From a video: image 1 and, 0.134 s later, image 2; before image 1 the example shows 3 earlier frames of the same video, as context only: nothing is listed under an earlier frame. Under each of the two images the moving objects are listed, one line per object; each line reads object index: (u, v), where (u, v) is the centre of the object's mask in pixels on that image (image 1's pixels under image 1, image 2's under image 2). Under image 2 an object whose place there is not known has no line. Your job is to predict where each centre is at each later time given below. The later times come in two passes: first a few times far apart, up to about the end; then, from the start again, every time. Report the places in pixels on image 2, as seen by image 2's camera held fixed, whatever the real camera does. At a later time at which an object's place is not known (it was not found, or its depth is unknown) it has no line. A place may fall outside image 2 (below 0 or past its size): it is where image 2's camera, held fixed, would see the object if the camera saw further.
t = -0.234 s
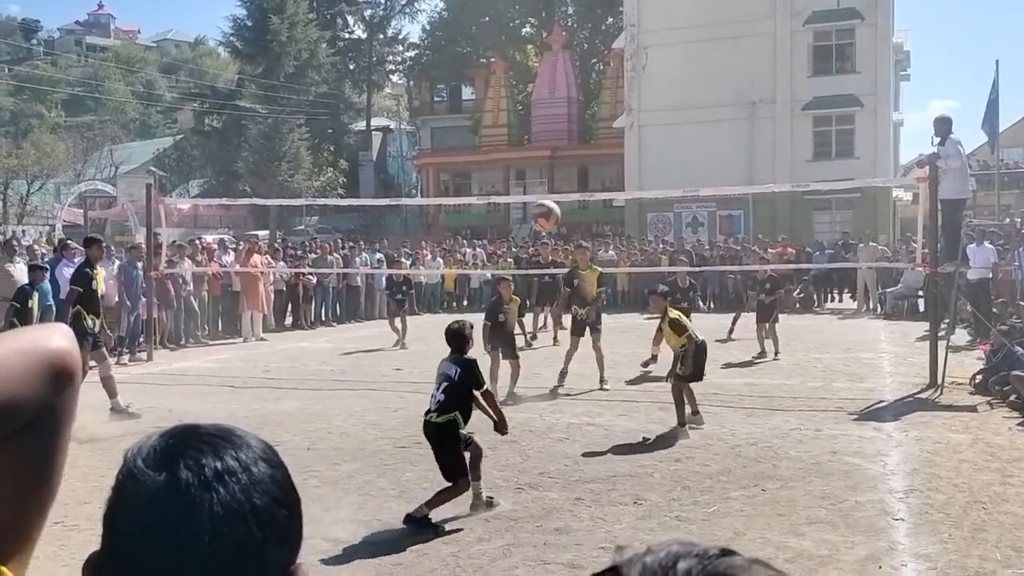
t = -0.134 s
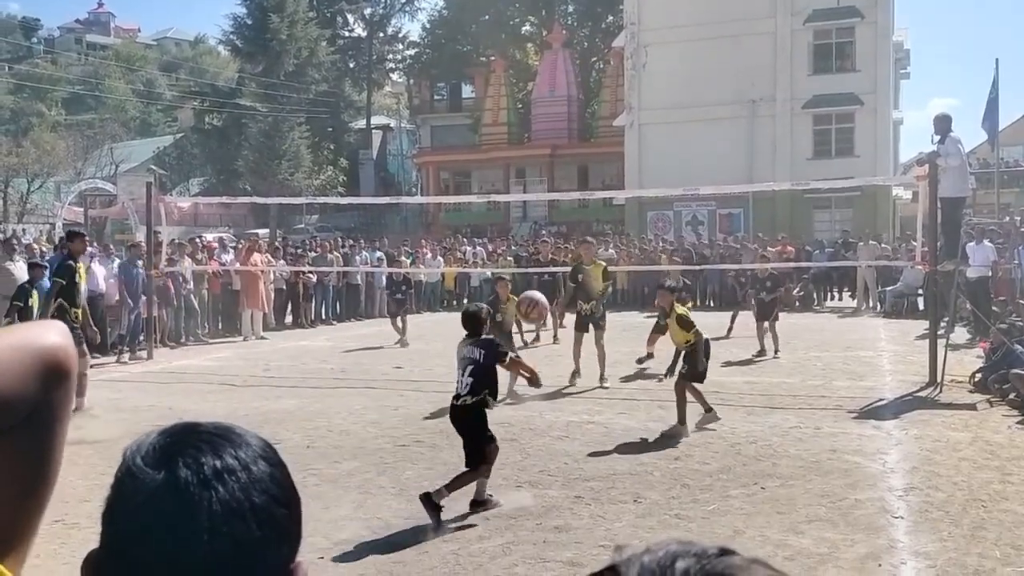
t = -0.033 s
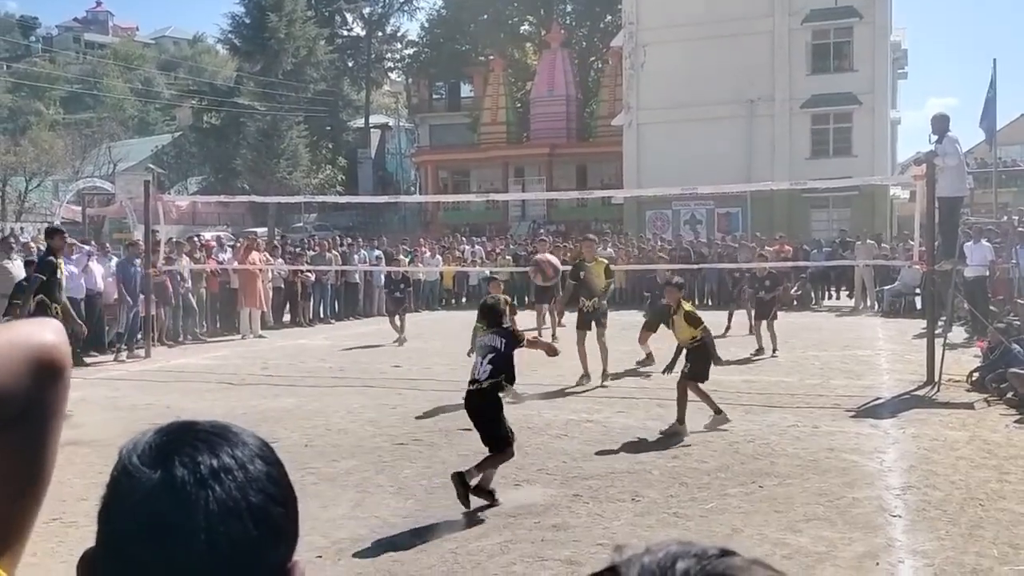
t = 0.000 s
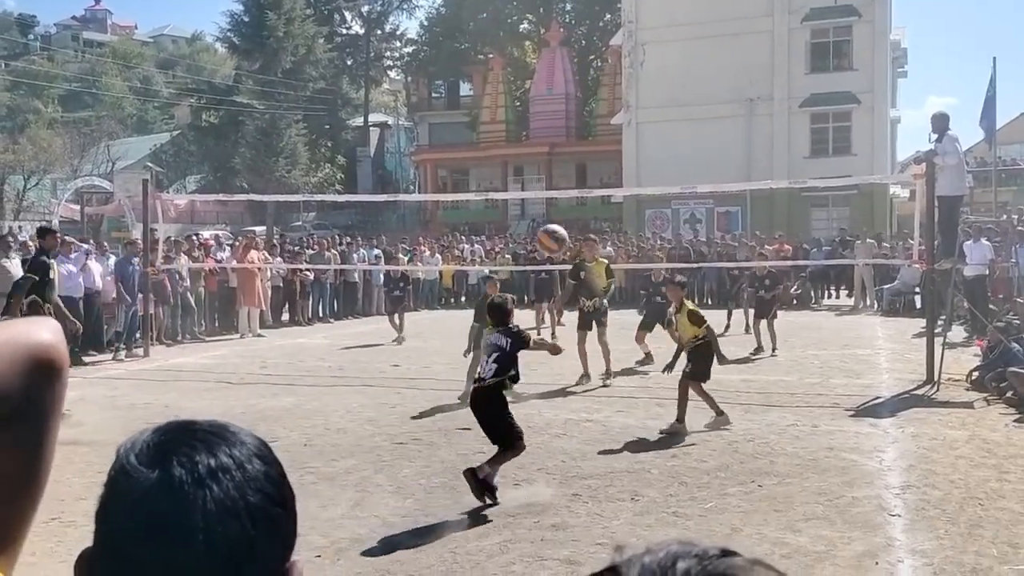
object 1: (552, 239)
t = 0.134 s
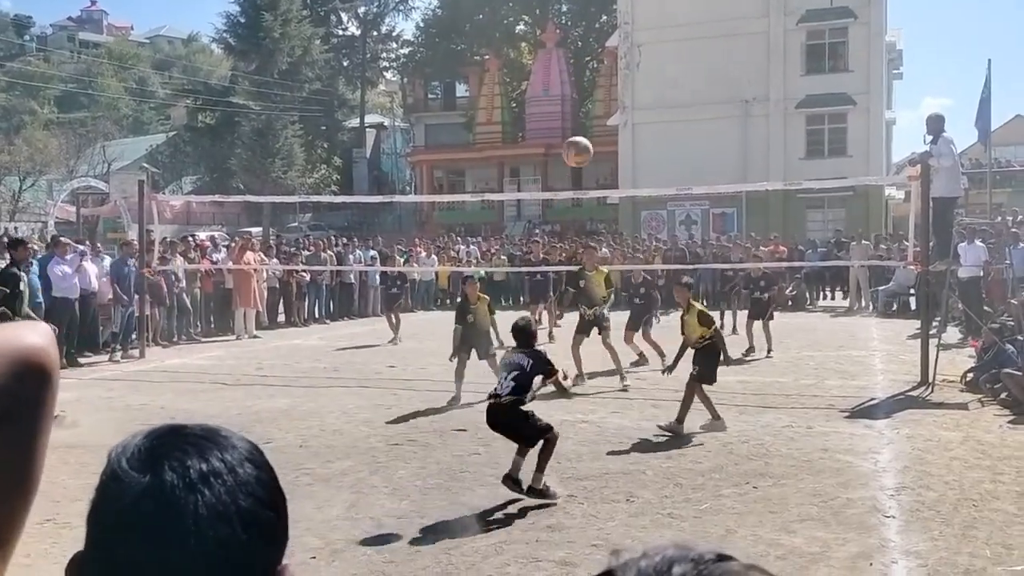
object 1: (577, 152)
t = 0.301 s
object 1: (611, 84)
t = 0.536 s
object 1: (650, 59)
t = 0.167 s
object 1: (584, 134)
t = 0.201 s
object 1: (591, 119)
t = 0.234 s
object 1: (598, 106)
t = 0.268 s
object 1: (605, 96)
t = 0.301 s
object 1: (611, 84)
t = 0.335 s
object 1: (617, 76)
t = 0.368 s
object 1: (622, 68)
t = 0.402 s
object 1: (629, 64)
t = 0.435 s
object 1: (634, 60)
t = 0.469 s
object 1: (639, 59)
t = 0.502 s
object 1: (645, 58)
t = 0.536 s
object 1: (650, 59)
